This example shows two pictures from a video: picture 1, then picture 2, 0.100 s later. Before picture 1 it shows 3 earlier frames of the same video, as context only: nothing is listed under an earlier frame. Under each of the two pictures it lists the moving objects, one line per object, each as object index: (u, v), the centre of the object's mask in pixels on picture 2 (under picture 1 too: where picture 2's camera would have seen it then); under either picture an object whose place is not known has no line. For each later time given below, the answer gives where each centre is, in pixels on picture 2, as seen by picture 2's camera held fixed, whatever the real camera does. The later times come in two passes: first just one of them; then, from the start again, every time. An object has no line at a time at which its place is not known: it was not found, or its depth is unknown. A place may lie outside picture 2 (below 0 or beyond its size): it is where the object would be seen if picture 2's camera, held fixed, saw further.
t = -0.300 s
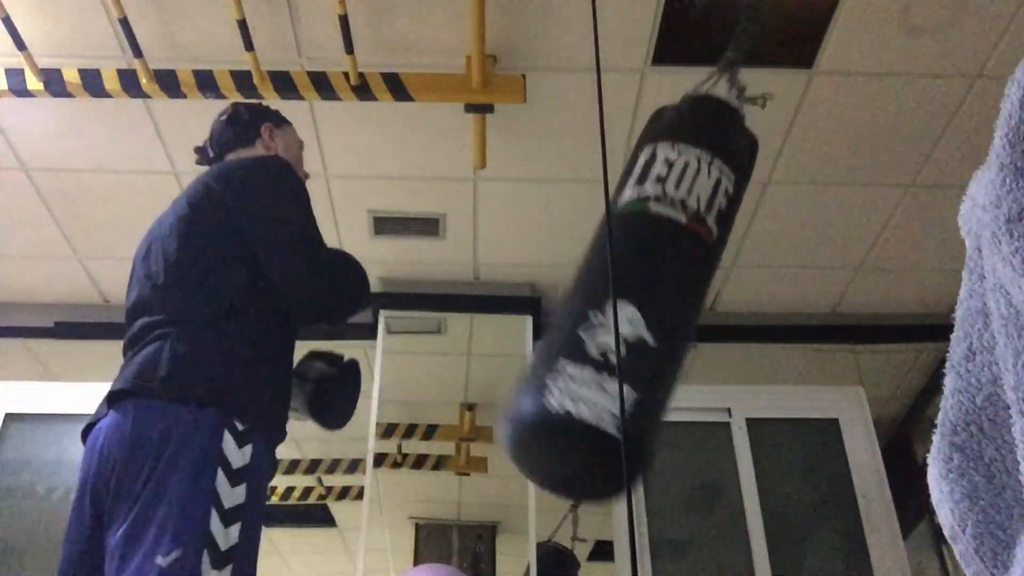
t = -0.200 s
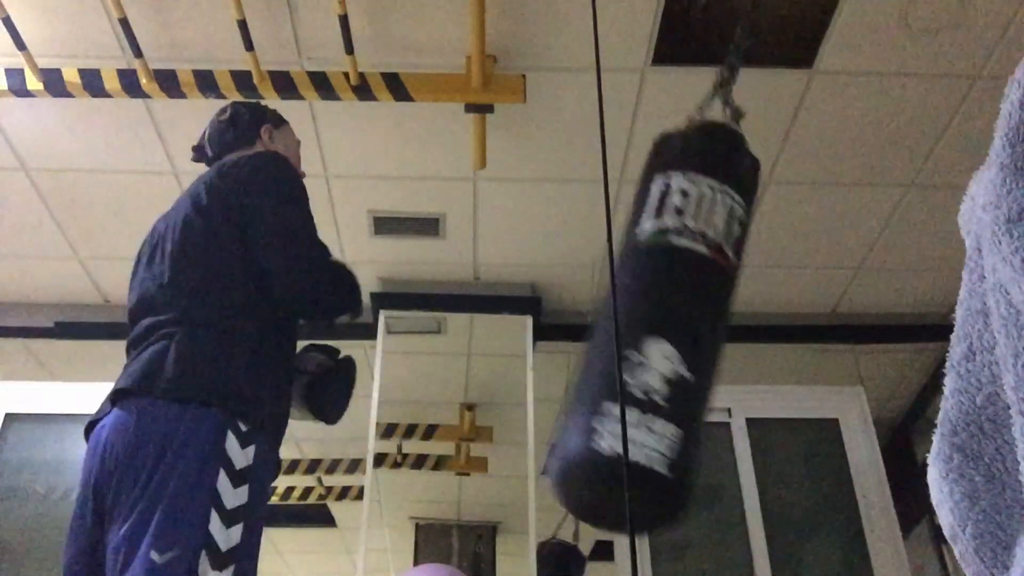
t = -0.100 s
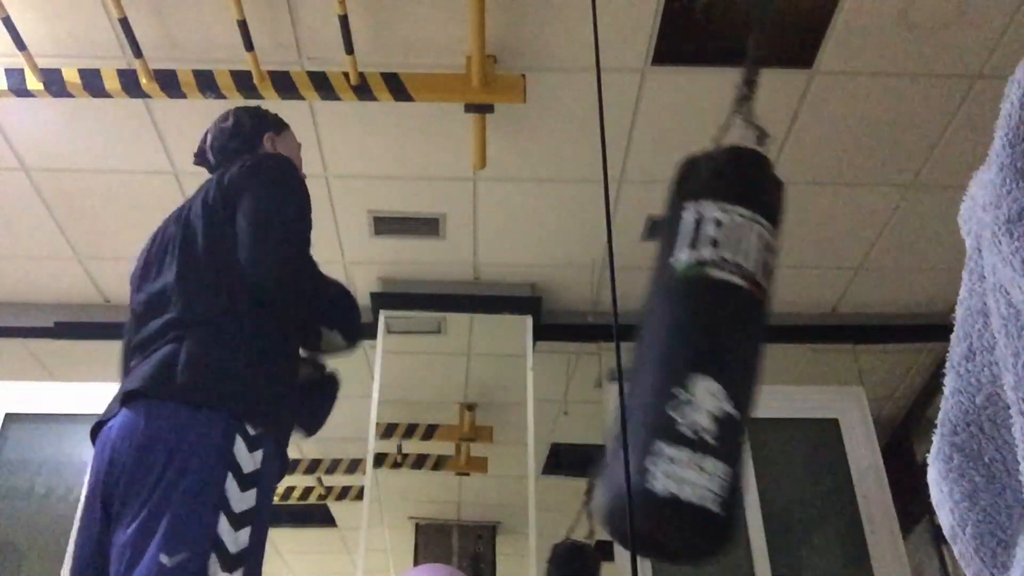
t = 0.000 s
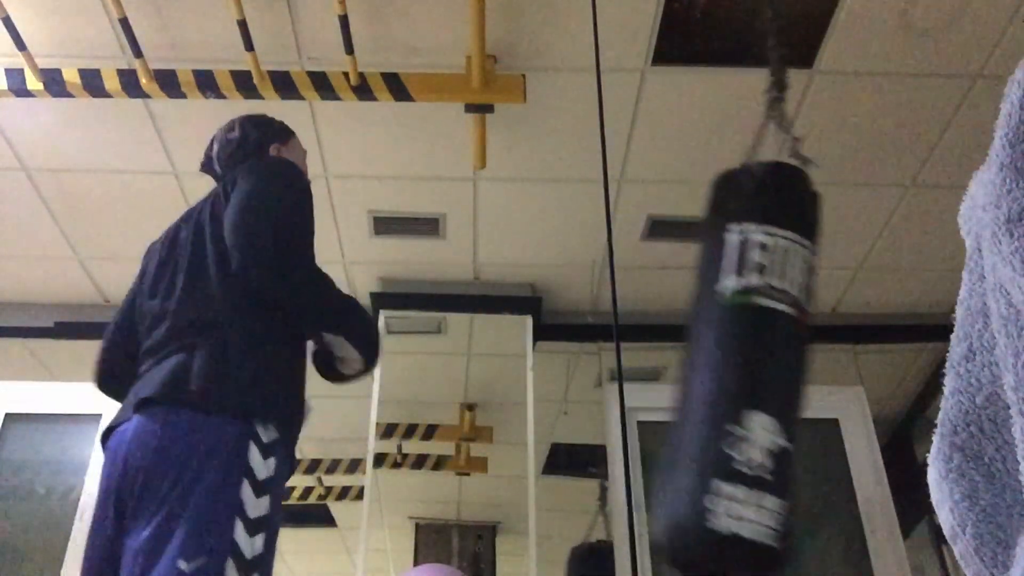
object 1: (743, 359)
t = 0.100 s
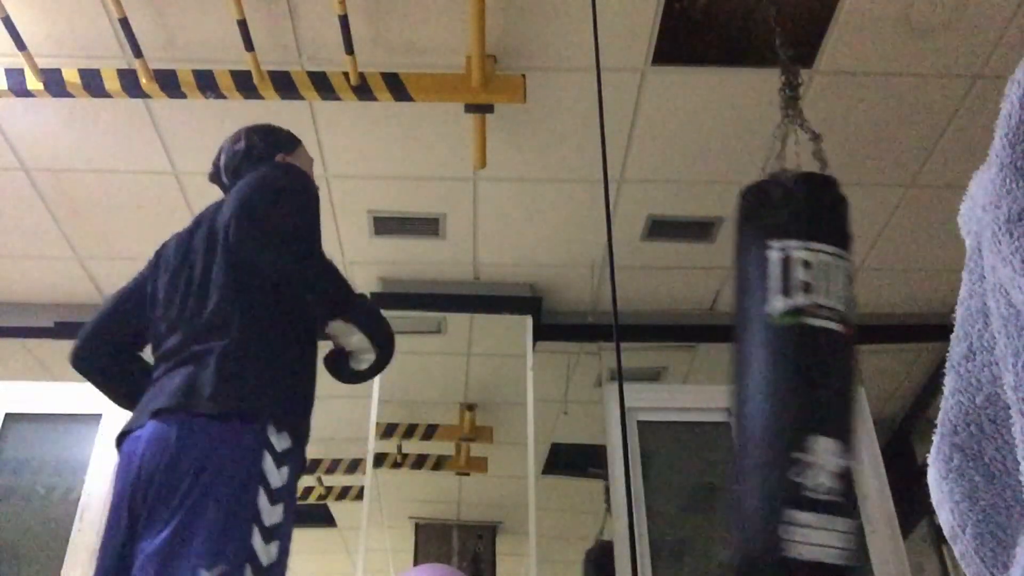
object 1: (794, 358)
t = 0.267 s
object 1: (862, 352)
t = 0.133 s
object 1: (808, 357)
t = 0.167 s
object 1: (825, 361)
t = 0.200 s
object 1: (841, 366)
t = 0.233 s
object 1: (852, 362)
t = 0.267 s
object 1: (862, 352)
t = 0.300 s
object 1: (870, 344)
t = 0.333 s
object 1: (876, 326)
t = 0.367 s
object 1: (883, 315)
